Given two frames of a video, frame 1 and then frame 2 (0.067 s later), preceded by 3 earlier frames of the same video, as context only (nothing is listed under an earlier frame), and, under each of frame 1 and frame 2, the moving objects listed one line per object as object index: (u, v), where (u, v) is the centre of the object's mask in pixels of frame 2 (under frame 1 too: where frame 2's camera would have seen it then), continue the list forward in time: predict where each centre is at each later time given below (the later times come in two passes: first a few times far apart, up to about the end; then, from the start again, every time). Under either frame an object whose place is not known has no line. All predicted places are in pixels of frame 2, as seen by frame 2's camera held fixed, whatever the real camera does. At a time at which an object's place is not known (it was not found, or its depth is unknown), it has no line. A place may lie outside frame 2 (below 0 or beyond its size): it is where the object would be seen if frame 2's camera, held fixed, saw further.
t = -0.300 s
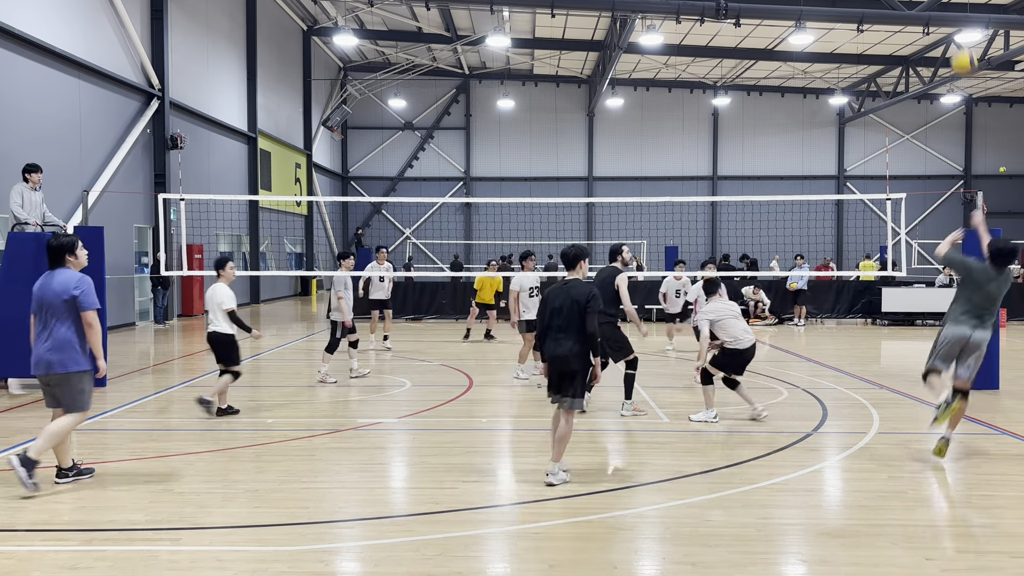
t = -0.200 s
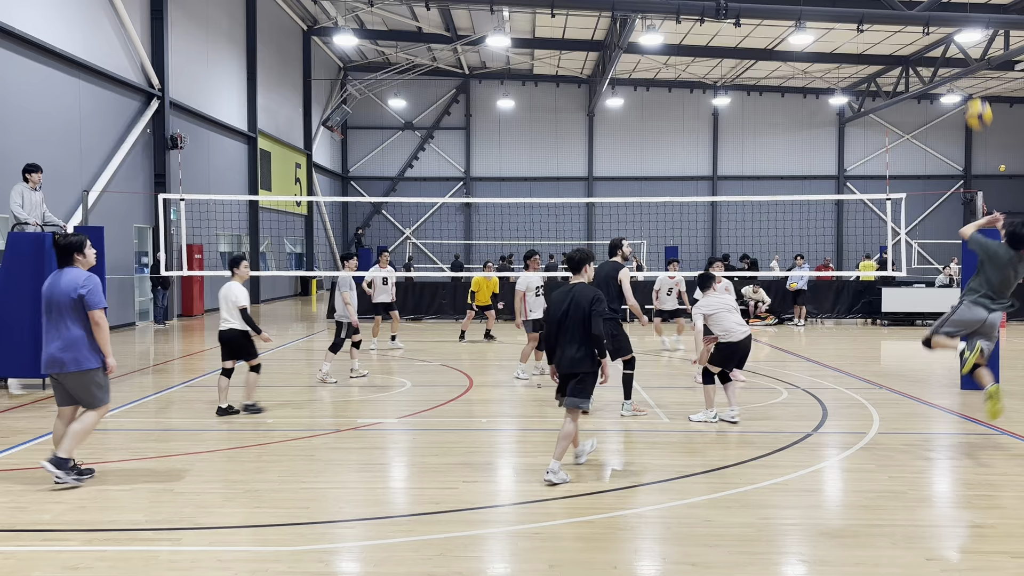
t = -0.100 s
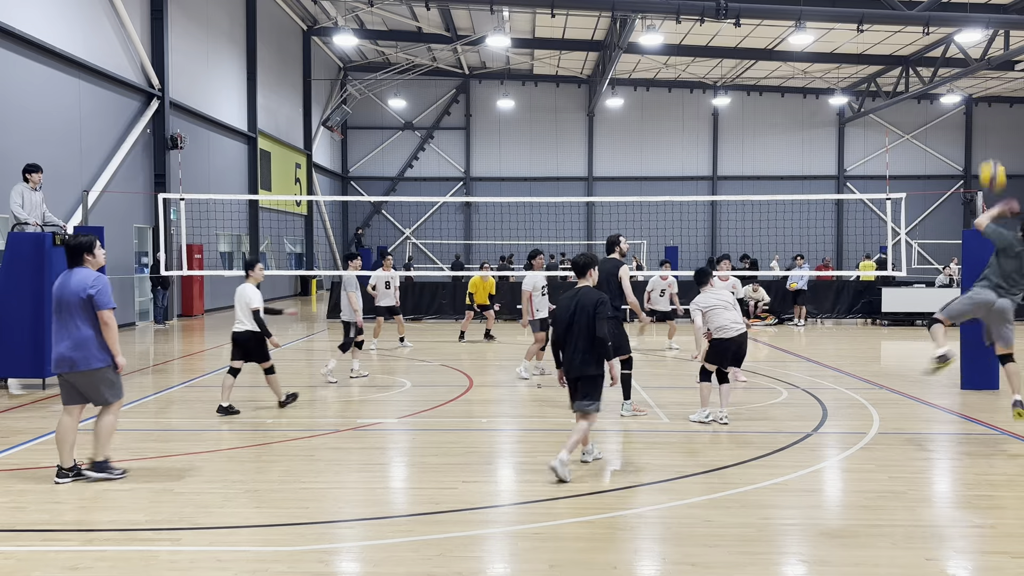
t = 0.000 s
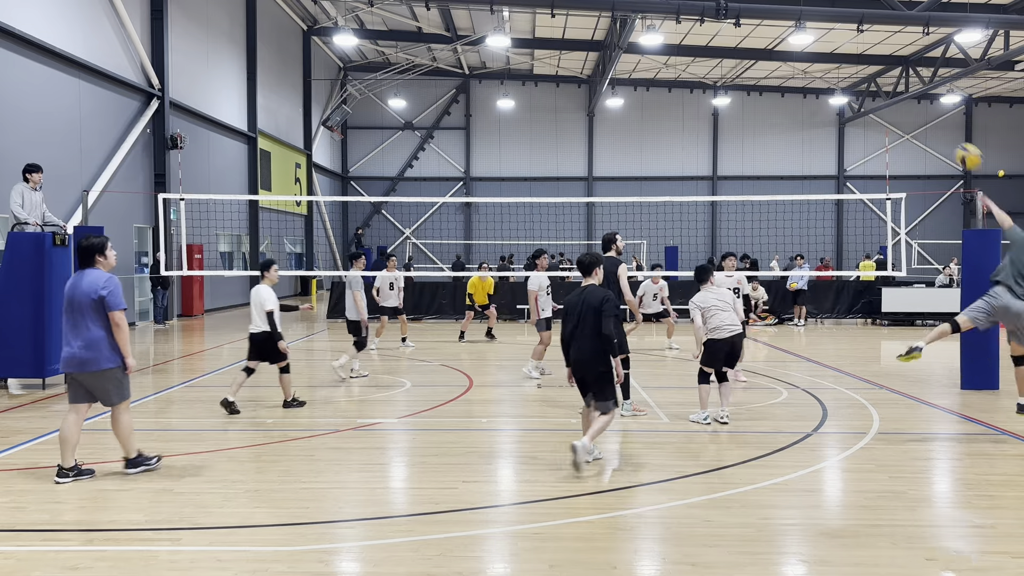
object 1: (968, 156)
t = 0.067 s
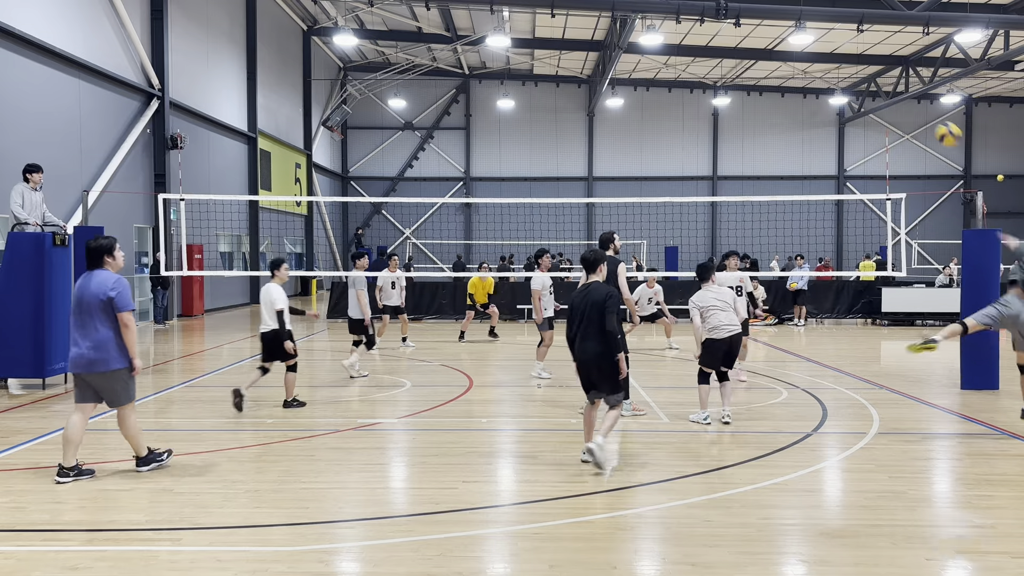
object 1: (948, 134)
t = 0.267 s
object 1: (896, 101)
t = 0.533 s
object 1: (842, 113)
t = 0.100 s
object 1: (938, 125)
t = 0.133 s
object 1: (929, 117)
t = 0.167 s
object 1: (920, 112)
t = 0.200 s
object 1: (912, 107)
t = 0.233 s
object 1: (903, 103)
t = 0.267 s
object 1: (896, 101)
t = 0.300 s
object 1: (889, 100)
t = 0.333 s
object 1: (881, 99)
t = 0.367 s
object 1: (874, 99)
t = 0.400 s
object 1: (867, 101)
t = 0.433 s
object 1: (861, 103)
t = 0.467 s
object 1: (854, 105)
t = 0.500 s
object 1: (849, 110)
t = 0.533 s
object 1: (842, 113)
